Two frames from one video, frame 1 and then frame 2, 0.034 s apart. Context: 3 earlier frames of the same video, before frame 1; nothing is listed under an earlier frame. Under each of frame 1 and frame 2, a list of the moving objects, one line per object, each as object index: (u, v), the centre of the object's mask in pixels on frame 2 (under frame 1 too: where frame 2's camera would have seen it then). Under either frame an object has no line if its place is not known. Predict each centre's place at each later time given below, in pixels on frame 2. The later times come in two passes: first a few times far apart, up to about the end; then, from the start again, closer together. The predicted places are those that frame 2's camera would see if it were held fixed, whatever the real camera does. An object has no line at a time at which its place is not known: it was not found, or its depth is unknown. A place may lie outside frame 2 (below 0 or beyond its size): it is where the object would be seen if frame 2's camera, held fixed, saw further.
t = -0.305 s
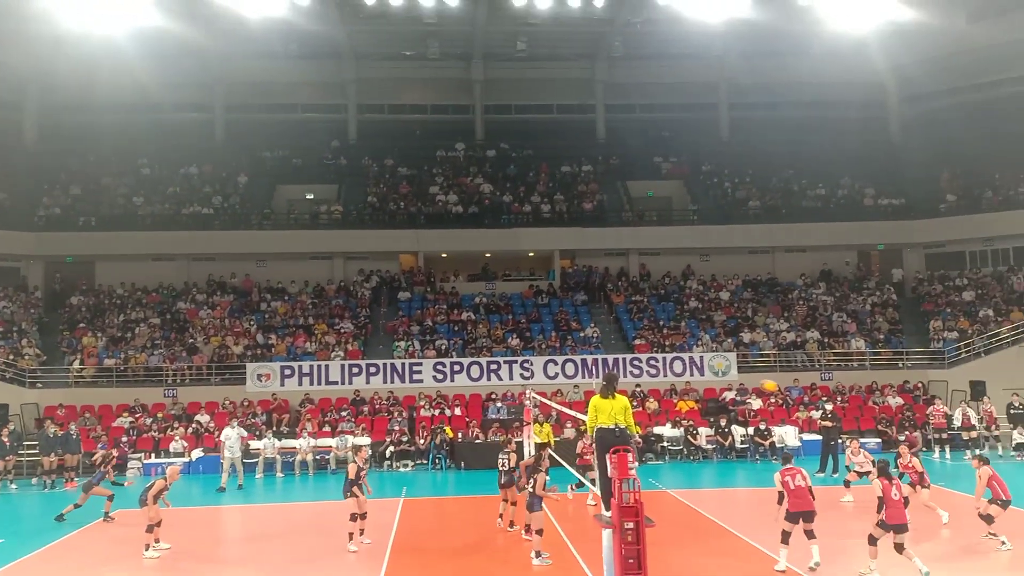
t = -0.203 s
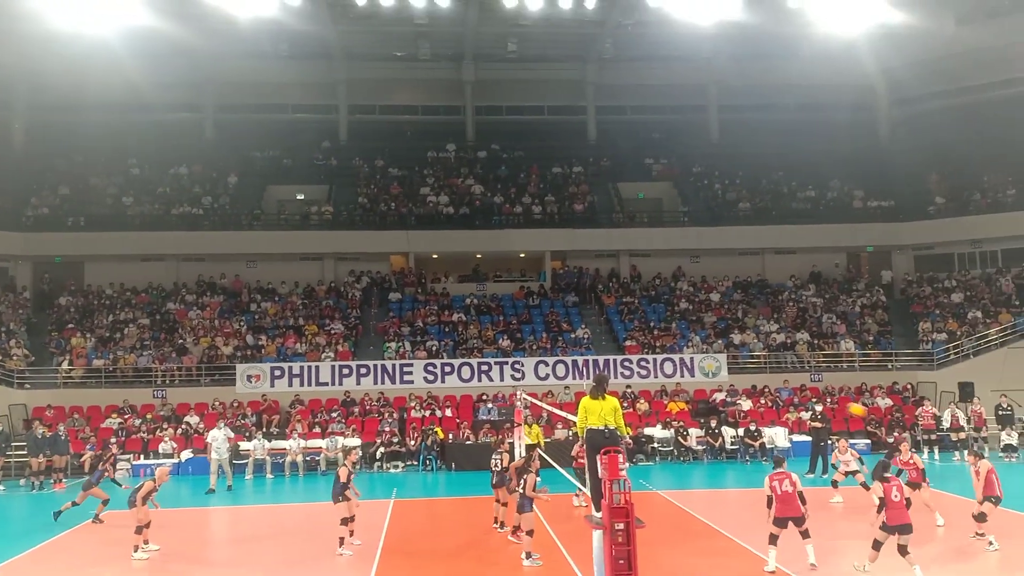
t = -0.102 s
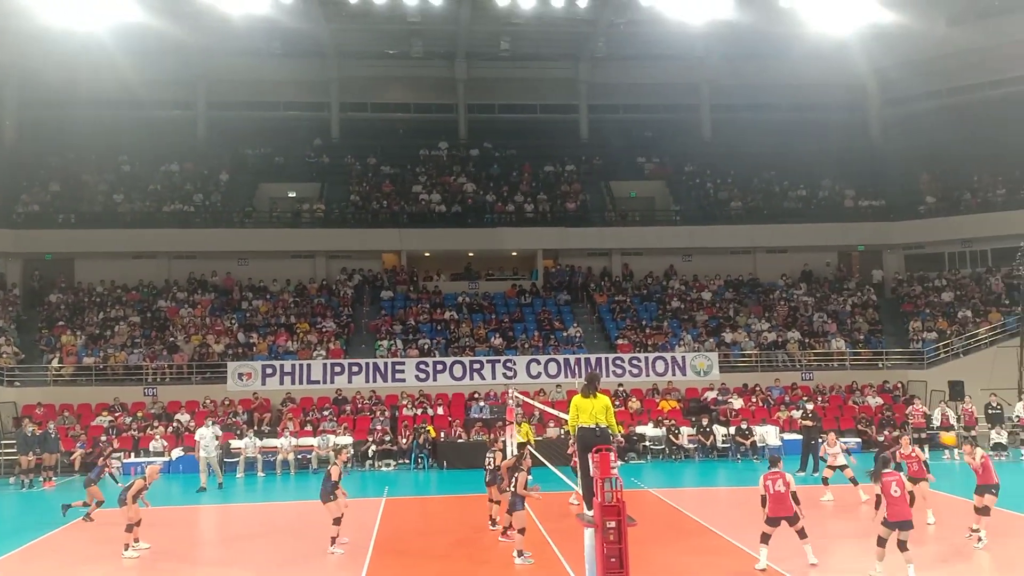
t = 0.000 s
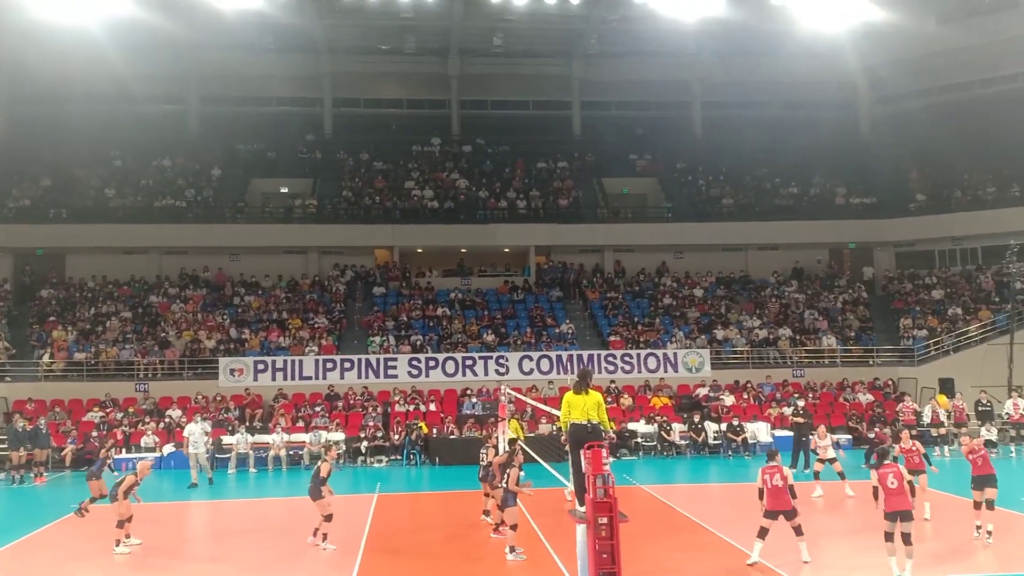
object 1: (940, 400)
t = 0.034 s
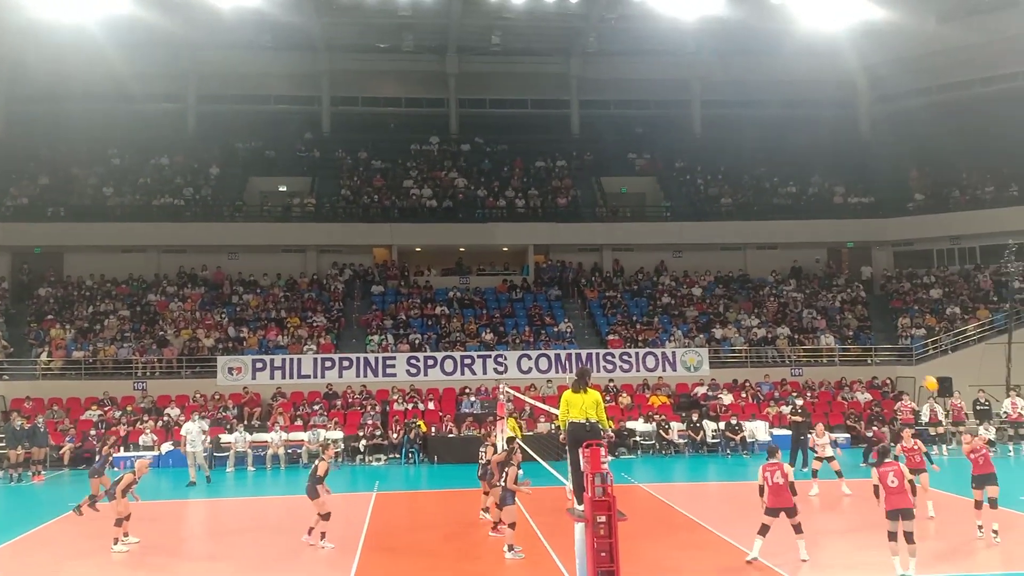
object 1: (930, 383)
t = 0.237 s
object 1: (876, 297)
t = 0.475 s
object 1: (822, 234)
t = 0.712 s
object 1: (777, 204)
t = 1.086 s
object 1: (716, 219)
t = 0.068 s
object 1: (920, 366)
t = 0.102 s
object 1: (911, 351)
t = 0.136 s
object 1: (902, 336)
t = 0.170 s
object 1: (893, 323)
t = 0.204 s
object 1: (884, 310)
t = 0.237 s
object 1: (876, 297)
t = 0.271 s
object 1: (868, 286)
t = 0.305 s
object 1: (860, 276)
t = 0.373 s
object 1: (845, 257)
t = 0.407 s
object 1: (837, 248)
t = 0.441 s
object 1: (830, 241)
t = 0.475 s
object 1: (822, 234)
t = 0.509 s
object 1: (816, 228)
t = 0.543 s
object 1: (810, 222)
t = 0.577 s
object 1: (803, 217)
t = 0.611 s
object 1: (796, 213)
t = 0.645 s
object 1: (788, 209)
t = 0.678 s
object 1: (783, 207)
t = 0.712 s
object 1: (777, 204)
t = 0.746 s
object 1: (770, 203)
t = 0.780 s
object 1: (765, 201)
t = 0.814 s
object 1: (759, 201)
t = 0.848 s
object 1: (753, 201)
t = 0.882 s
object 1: (747, 202)
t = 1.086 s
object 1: (716, 219)
